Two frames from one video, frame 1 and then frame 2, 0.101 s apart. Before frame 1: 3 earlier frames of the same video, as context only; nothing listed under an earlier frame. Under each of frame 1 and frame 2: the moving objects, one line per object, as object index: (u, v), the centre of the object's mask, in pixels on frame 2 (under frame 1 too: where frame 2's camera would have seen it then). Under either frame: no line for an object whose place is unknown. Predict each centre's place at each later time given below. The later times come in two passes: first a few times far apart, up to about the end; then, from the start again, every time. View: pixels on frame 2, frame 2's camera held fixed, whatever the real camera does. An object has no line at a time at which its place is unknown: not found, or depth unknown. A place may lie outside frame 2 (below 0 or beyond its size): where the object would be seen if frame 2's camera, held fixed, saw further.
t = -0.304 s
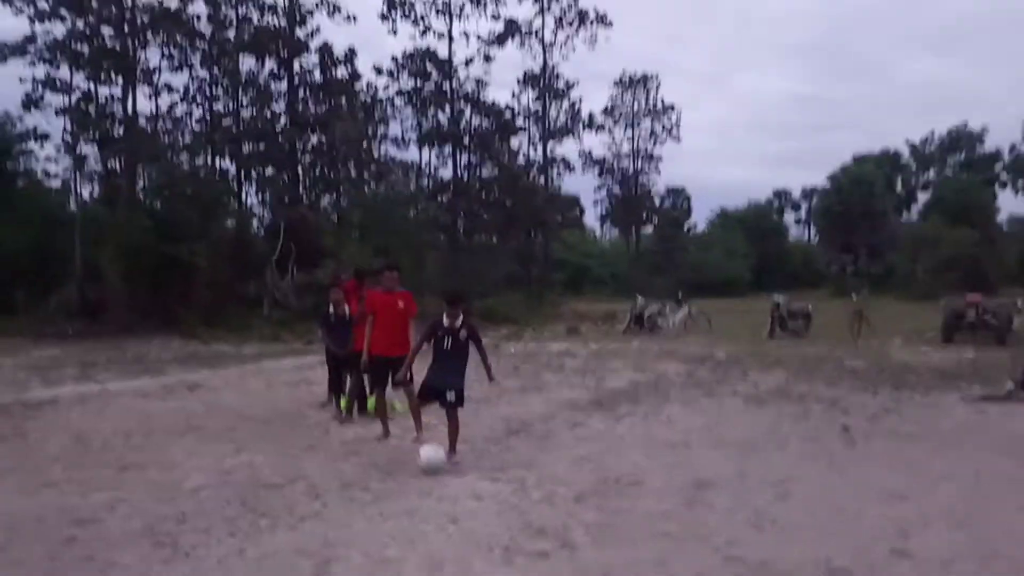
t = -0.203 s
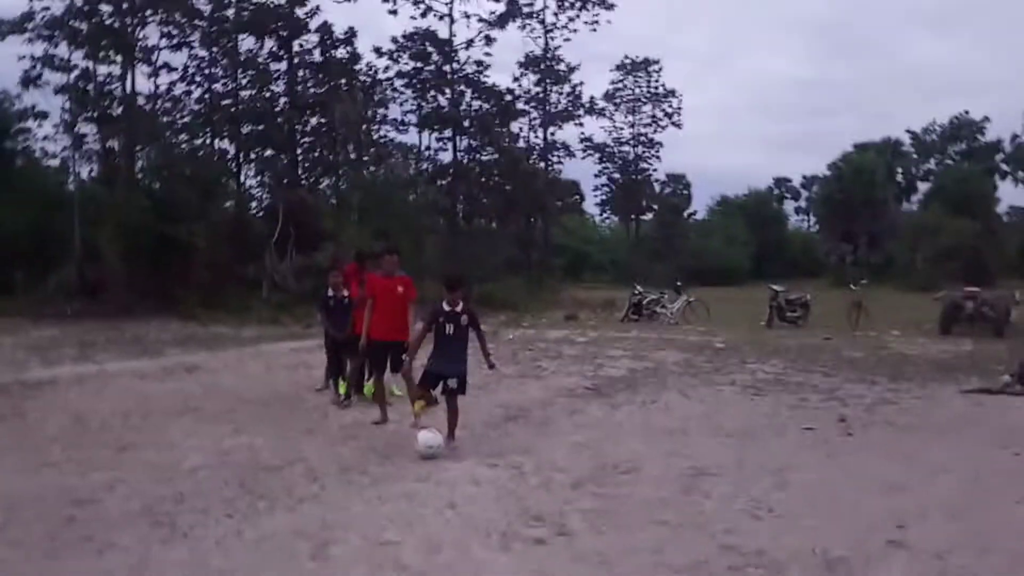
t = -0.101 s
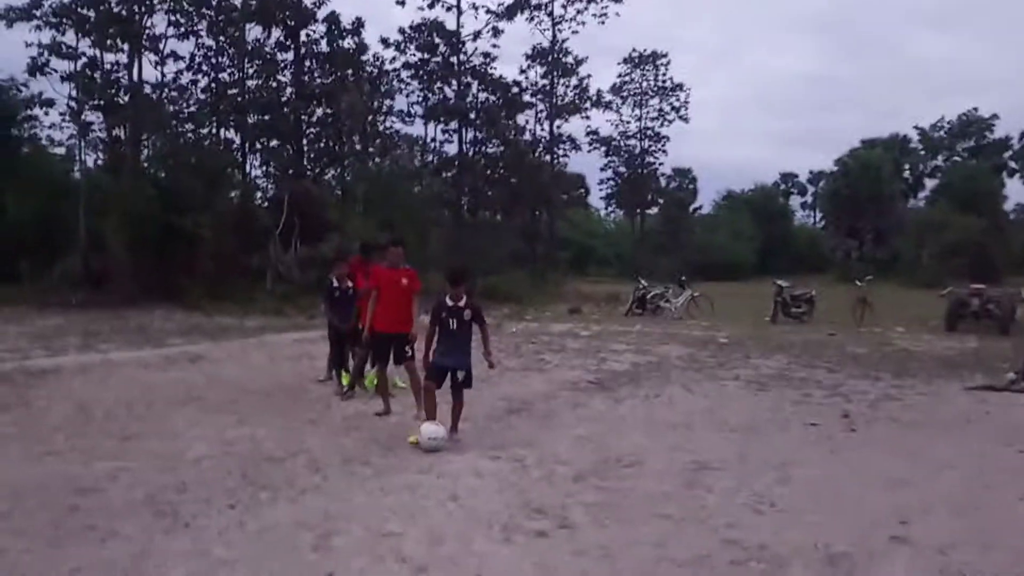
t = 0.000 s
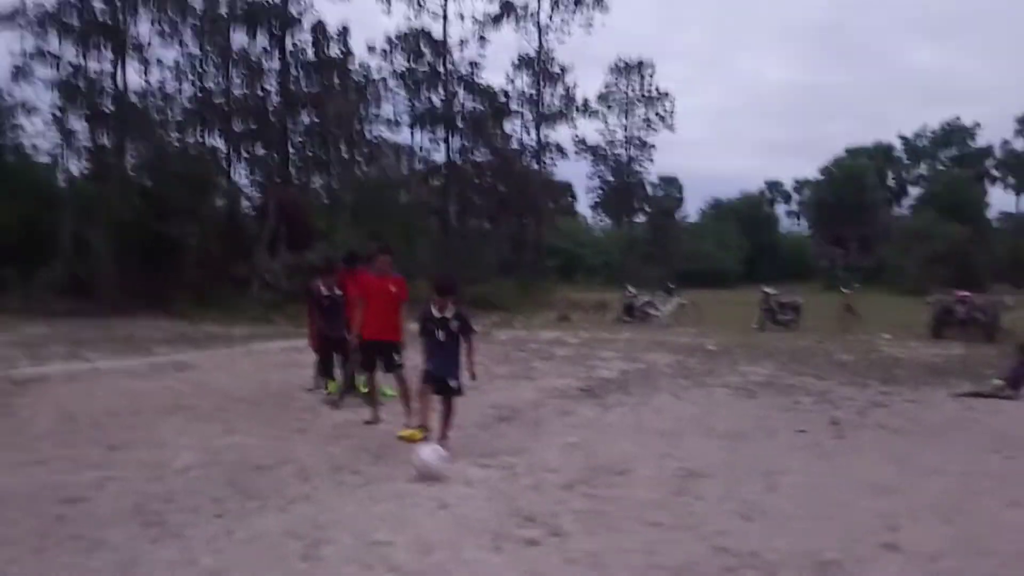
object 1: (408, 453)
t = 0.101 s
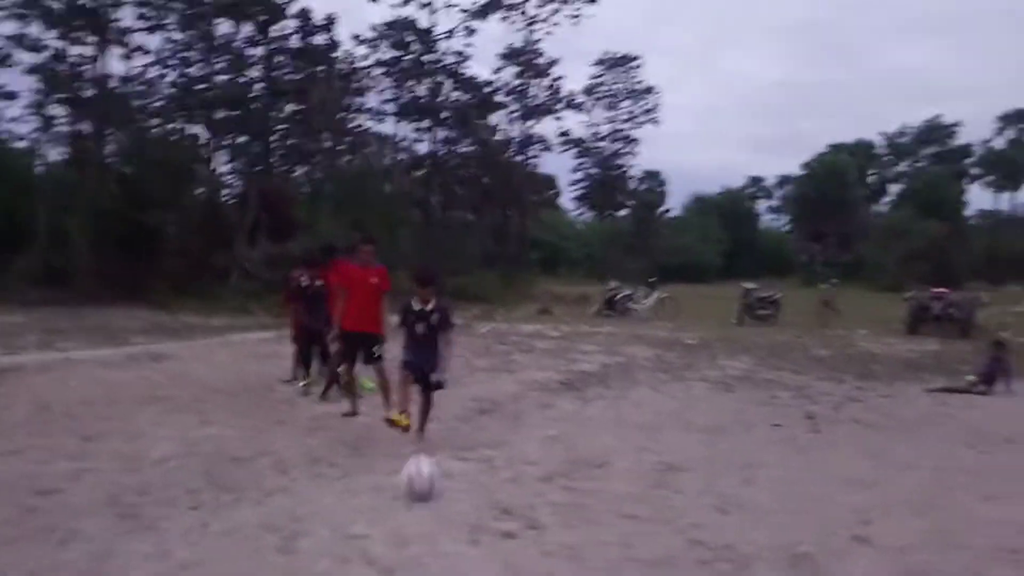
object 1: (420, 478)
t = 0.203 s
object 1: (433, 489)
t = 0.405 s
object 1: (461, 567)
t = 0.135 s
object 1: (424, 486)
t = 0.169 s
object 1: (427, 486)
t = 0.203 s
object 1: (433, 489)
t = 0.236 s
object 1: (439, 495)
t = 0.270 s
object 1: (442, 502)
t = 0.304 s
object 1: (444, 515)
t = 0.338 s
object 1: (452, 536)
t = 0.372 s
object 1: (457, 555)
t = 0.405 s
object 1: (461, 567)
